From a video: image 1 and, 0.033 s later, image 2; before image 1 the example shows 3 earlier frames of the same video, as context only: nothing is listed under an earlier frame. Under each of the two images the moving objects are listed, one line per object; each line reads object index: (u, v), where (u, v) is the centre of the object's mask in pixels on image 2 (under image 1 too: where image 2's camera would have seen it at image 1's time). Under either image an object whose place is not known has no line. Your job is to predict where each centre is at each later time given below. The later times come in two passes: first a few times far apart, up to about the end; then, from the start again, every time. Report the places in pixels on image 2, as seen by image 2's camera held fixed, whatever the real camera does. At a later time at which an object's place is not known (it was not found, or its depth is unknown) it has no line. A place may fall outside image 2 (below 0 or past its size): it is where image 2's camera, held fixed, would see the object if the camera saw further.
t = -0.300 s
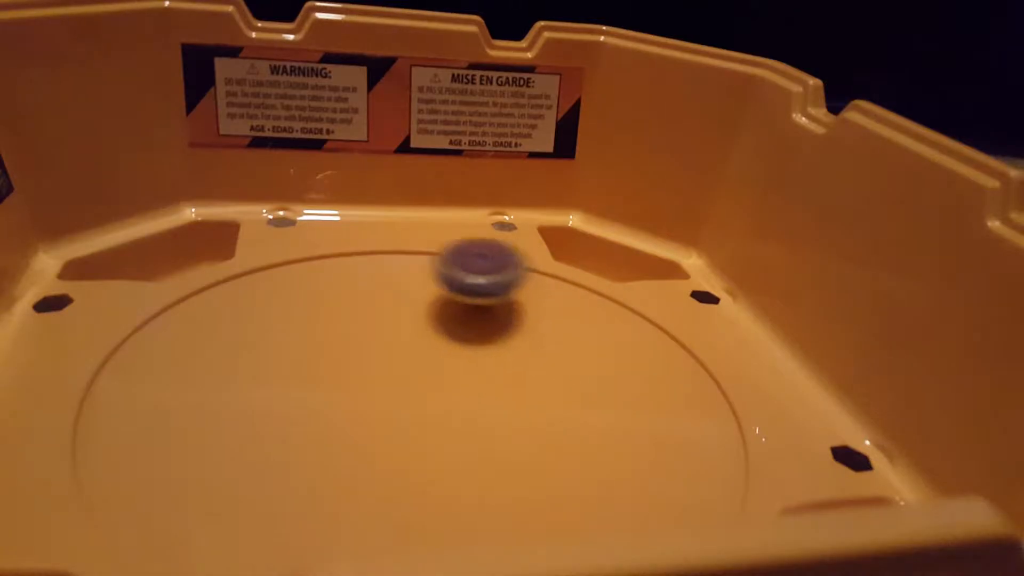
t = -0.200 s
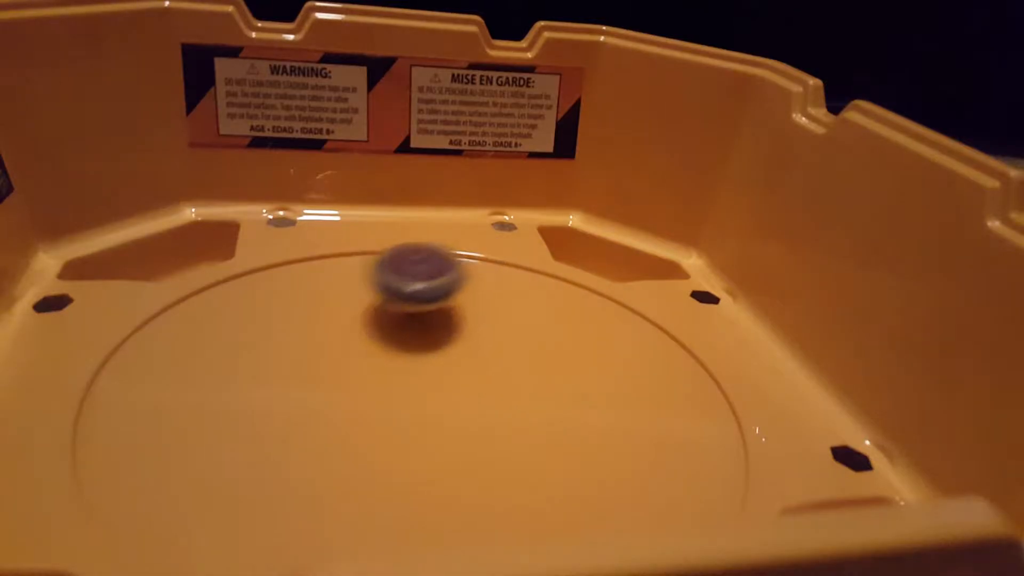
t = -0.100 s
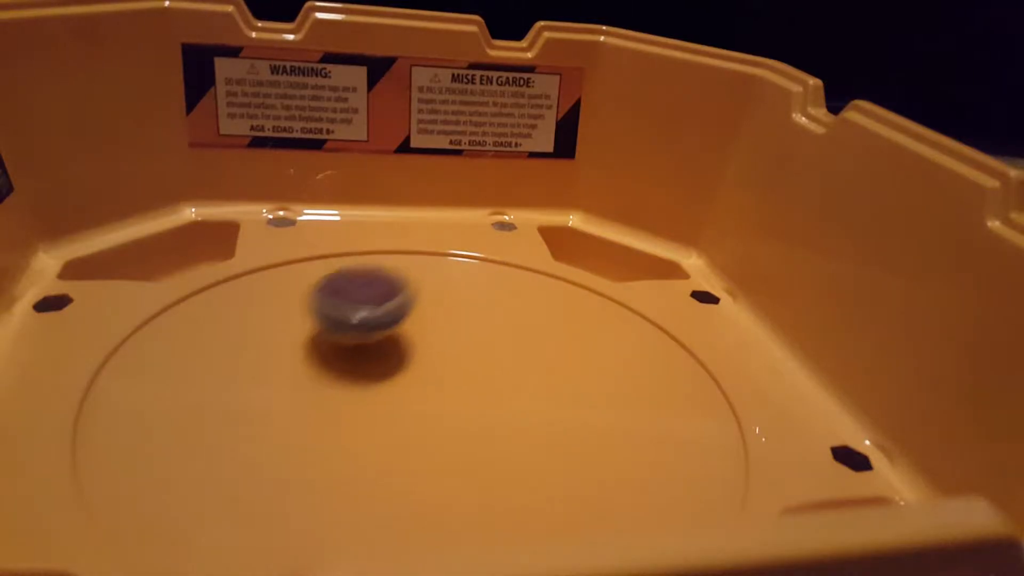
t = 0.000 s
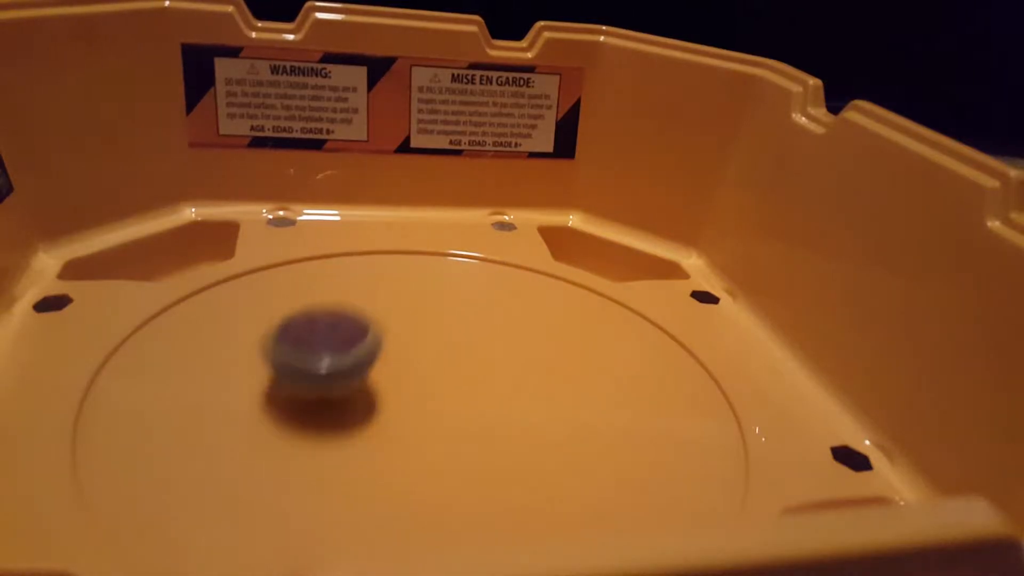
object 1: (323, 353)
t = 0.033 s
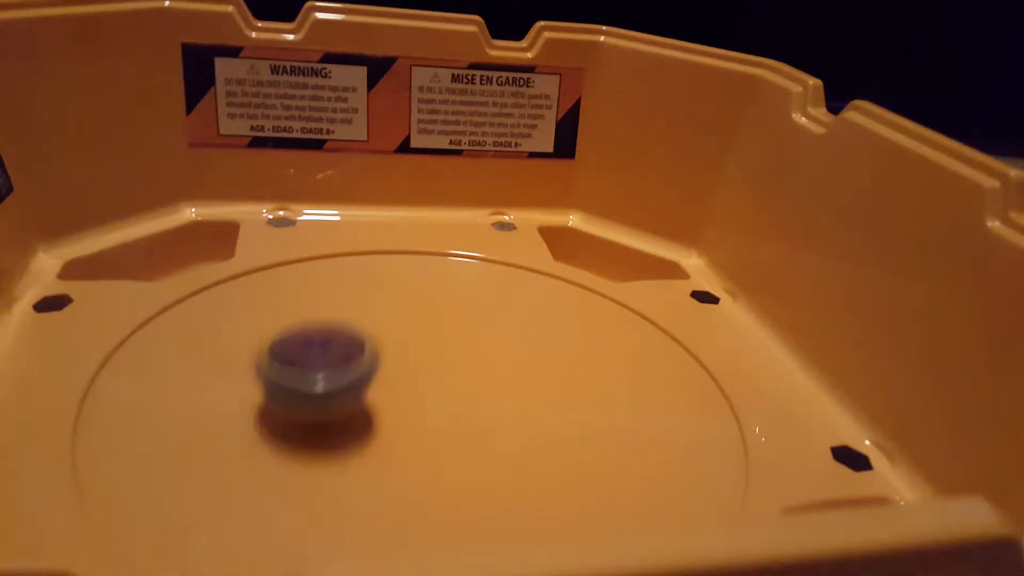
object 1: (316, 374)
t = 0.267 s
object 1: (430, 485)
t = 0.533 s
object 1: (617, 446)
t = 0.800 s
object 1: (532, 344)
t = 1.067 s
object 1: (336, 324)
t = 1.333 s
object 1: (231, 407)
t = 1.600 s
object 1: (426, 464)
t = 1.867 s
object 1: (539, 369)
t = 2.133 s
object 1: (465, 288)
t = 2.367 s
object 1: (347, 309)
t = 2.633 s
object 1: (364, 419)
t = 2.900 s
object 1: (544, 452)
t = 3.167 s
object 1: (578, 366)
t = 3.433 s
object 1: (426, 332)
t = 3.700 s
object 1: (291, 379)
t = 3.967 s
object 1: (366, 466)
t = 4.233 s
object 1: (510, 406)
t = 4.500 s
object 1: (478, 320)
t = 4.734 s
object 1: (370, 302)
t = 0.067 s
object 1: (316, 393)
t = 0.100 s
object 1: (322, 413)
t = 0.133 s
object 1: (334, 433)
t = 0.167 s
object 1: (352, 451)
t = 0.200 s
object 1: (374, 466)
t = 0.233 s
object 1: (401, 480)
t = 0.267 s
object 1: (430, 485)
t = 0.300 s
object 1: (461, 487)
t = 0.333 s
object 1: (492, 488)
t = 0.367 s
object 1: (520, 487)
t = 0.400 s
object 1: (549, 484)
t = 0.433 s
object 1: (573, 478)
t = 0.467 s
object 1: (594, 469)
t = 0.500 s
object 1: (608, 461)
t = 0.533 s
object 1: (617, 446)
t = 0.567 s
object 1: (621, 431)
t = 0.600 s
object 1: (619, 416)
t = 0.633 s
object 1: (612, 401)
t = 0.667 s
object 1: (602, 387)
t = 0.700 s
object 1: (588, 374)
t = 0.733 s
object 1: (571, 363)
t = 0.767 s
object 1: (552, 353)
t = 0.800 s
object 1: (532, 344)
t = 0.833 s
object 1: (509, 336)
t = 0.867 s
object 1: (486, 330)
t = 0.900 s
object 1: (462, 325)
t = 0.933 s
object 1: (437, 322)
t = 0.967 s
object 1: (411, 320)
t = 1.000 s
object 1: (386, 320)
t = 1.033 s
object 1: (361, 321)
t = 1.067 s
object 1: (336, 324)
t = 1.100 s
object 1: (313, 329)
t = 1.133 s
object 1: (292, 335)
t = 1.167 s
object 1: (273, 343)
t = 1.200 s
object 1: (256, 352)
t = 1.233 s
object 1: (243, 363)
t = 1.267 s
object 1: (234, 376)
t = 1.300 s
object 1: (229, 391)
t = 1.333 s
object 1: (231, 407)
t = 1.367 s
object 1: (240, 422)
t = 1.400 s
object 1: (253, 437)
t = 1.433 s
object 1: (275, 450)
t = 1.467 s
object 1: (301, 460)
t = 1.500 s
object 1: (333, 467)
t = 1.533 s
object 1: (365, 469)
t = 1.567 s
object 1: (396, 469)
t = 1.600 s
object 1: (426, 464)
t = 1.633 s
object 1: (452, 458)
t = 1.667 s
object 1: (476, 449)
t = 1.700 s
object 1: (495, 437)
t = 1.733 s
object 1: (511, 425)
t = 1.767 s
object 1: (523, 412)
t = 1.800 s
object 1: (532, 398)
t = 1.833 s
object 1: (537, 383)
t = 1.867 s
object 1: (539, 369)
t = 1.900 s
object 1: (538, 355)
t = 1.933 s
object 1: (534, 343)
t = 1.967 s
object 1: (528, 331)
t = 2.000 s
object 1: (519, 320)
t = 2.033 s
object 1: (508, 310)
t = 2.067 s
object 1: (495, 300)
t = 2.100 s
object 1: (481, 294)
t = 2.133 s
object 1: (465, 288)
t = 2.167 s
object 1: (448, 284)
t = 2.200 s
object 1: (429, 282)
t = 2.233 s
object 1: (411, 283)
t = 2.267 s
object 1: (393, 286)
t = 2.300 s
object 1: (376, 291)
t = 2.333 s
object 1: (361, 299)
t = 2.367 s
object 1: (347, 309)
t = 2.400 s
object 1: (337, 321)
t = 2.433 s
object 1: (330, 334)
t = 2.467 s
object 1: (326, 349)
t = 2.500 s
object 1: (327, 363)
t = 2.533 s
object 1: (331, 377)
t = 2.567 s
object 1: (338, 392)
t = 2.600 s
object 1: (349, 406)
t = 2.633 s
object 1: (364, 419)
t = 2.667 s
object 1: (382, 431)
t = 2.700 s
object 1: (402, 441)
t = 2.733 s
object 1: (424, 449)
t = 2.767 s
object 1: (448, 455)
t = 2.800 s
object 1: (472, 458)
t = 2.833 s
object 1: (497, 458)
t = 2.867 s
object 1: (522, 456)
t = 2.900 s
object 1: (544, 452)
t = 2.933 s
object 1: (564, 446)
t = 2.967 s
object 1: (579, 437)
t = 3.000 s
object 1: (592, 426)
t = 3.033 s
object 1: (599, 414)
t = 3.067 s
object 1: (600, 402)
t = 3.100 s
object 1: (597, 389)
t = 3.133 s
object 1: (590, 377)
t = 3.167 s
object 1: (578, 366)
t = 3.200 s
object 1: (563, 356)
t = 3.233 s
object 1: (547, 349)
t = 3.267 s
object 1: (528, 343)
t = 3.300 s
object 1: (508, 338)
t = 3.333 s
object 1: (488, 334)
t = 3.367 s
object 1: (469, 332)
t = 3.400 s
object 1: (447, 331)
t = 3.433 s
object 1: (426, 332)
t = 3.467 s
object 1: (407, 333)
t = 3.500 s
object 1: (387, 336)
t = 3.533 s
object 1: (368, 340)
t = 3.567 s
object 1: (349, 346)
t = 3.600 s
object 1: (332, 352)
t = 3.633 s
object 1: (316, 360)
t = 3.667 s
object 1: (302, 369)
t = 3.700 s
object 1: (291, 379)
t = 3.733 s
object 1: (283, 391)
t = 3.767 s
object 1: (278, 403)
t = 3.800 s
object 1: (279, 417)
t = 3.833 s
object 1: (286, 431)
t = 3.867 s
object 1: (299, 444)
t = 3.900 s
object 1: (316, 454)
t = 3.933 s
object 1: (339, 462)
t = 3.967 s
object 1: (366, 466)
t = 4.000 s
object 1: (393, 468)
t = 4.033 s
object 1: (419, 465)
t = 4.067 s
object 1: (445, 458)
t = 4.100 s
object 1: (464, 451)
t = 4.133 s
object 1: (482, 442)
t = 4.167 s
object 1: (495, 430)
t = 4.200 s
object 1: (504, 419)
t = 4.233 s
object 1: (510, 406)
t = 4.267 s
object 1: (514, 394)
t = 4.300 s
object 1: (516, 382)
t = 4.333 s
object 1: (515, 370)
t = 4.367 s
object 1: (511, 359)
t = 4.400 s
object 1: (506, 348)
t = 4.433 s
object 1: (498, 338)
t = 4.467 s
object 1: (489, 328)
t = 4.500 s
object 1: (478, 320)
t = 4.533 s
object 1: (466, 312)
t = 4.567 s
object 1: (452, 306)
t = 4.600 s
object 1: (436, 301)
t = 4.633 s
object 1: (421, 298)
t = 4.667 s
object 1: (404, 297)
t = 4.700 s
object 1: (387, 298)
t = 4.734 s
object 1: (370, 302)
